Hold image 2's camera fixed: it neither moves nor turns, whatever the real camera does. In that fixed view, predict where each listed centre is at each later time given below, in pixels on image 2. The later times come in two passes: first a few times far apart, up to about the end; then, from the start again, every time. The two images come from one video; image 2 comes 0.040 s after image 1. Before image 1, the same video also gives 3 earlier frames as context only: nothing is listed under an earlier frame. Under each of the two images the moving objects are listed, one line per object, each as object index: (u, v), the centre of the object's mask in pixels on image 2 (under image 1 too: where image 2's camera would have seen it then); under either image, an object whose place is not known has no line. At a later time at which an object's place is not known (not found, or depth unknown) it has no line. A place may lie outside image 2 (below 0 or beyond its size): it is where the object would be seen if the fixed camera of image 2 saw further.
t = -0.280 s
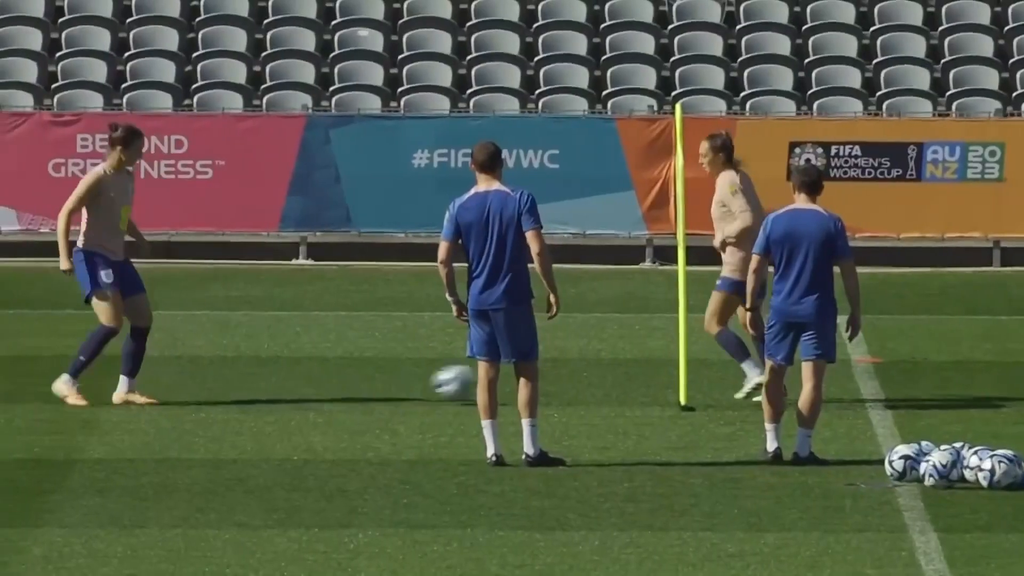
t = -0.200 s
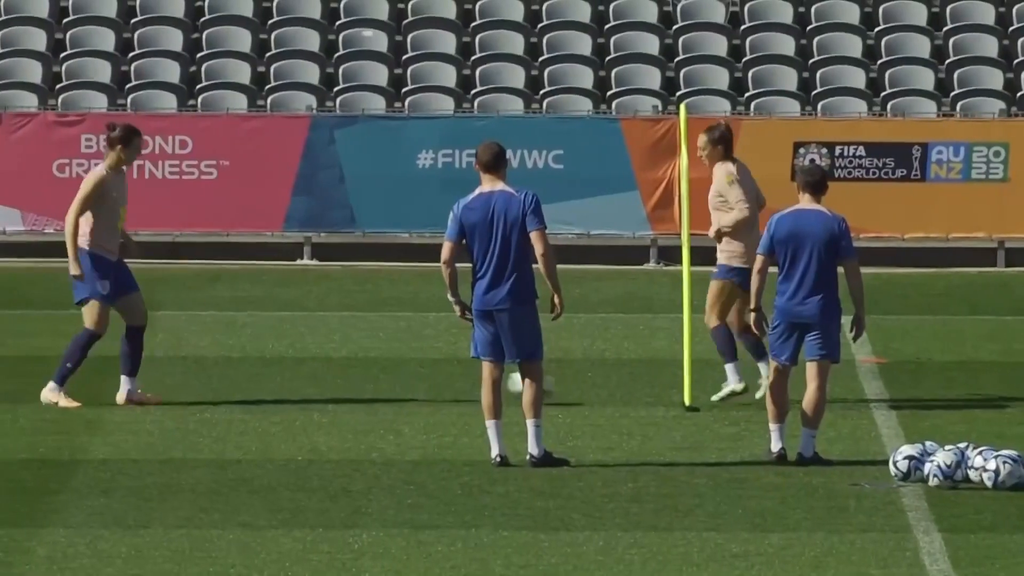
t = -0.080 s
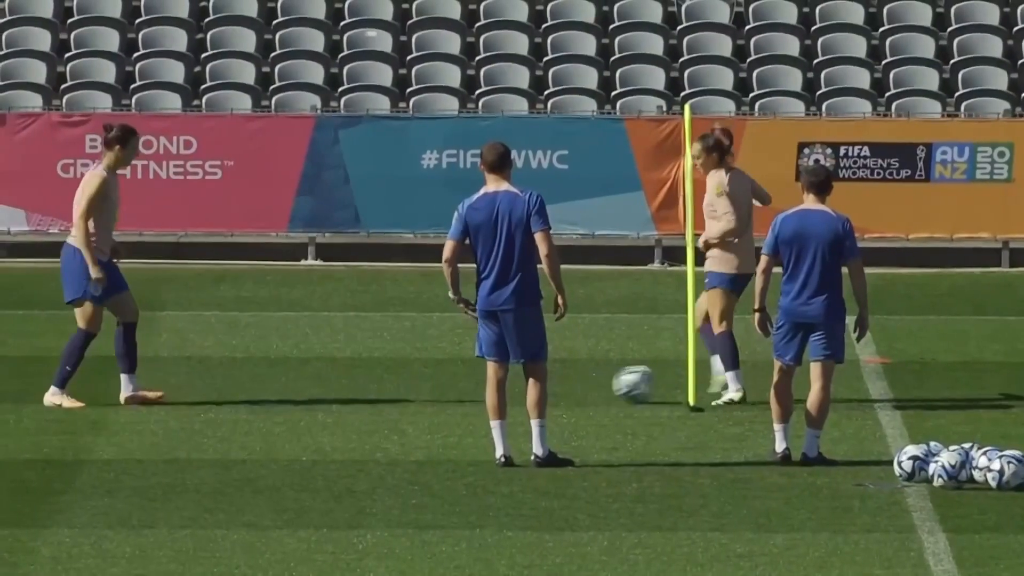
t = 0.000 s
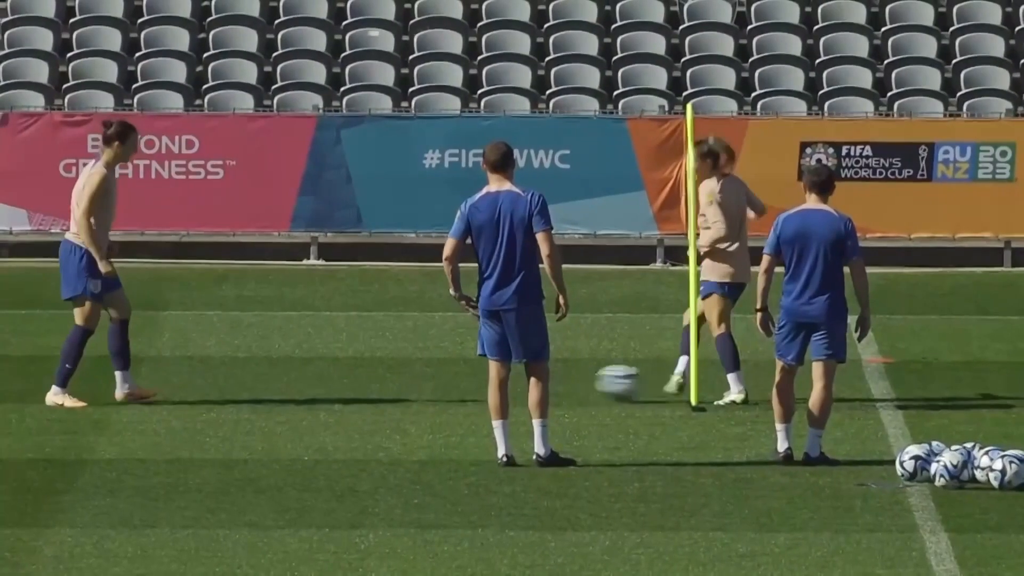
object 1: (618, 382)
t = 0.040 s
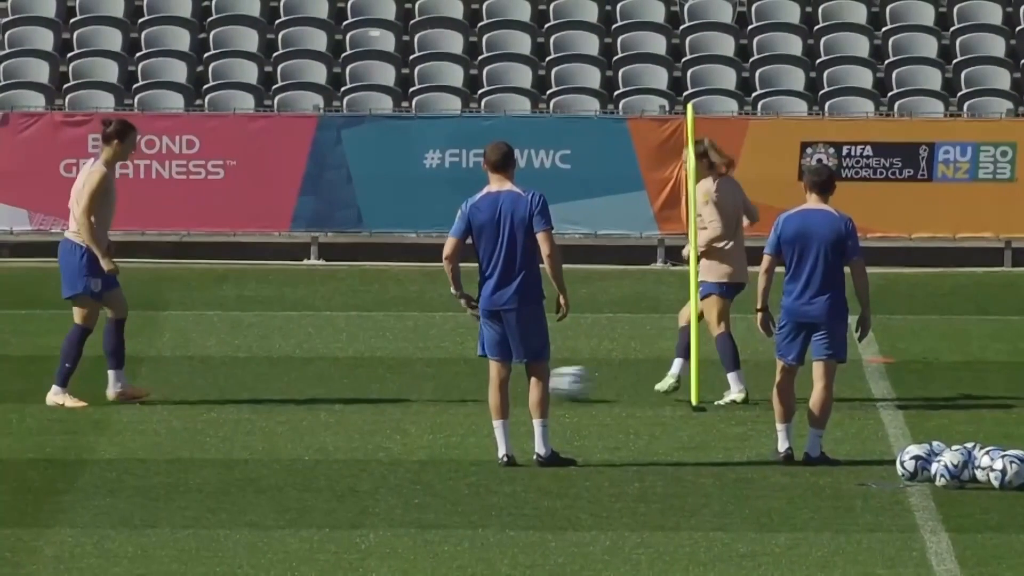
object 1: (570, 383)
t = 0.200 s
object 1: (381, 384)
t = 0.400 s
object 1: (166, 383)
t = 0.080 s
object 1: (518, 385)
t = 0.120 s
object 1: (470, 382)
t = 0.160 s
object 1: (426, 383)
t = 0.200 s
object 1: (381, 384)
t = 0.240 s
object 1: (338, 383)
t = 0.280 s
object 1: (294, 382)
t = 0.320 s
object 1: (251, 384)
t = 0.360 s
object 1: (207, 384)
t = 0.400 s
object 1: (166, 383)
